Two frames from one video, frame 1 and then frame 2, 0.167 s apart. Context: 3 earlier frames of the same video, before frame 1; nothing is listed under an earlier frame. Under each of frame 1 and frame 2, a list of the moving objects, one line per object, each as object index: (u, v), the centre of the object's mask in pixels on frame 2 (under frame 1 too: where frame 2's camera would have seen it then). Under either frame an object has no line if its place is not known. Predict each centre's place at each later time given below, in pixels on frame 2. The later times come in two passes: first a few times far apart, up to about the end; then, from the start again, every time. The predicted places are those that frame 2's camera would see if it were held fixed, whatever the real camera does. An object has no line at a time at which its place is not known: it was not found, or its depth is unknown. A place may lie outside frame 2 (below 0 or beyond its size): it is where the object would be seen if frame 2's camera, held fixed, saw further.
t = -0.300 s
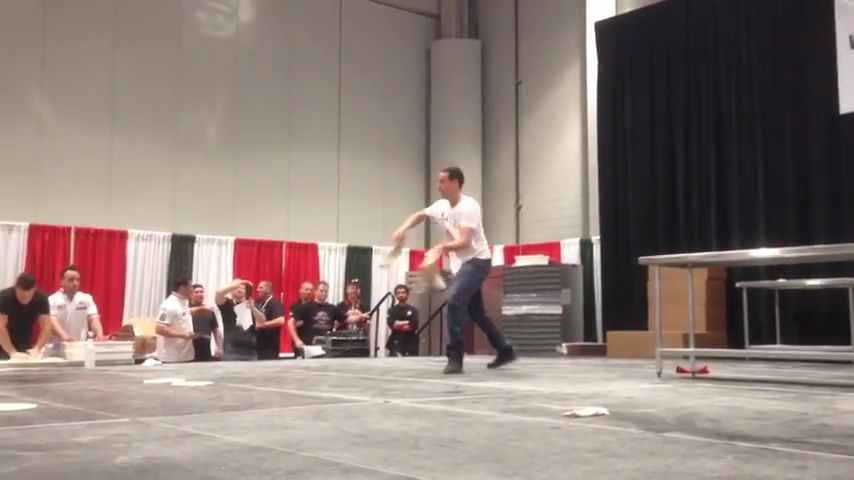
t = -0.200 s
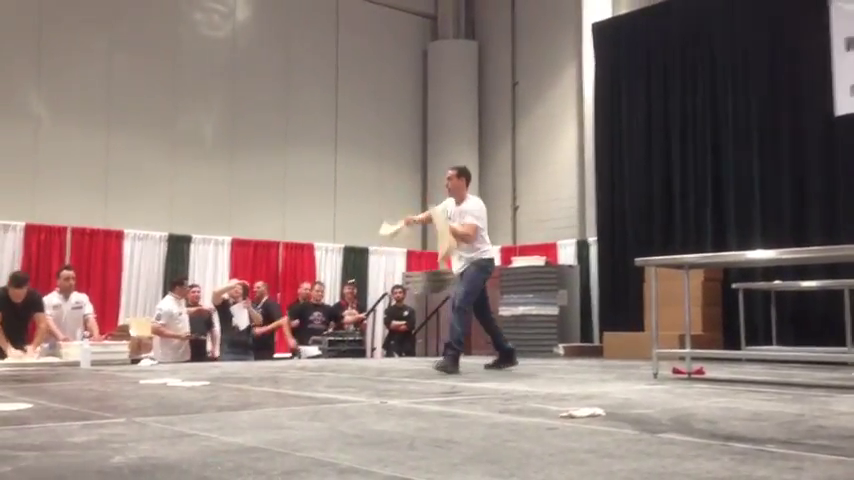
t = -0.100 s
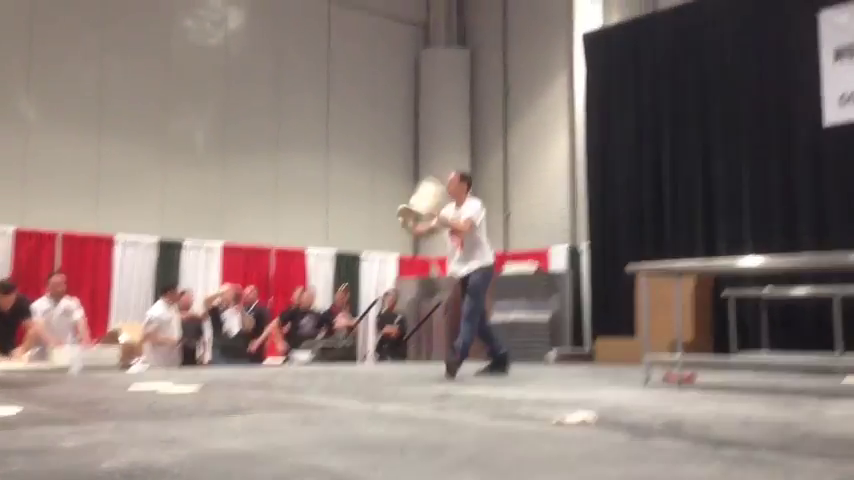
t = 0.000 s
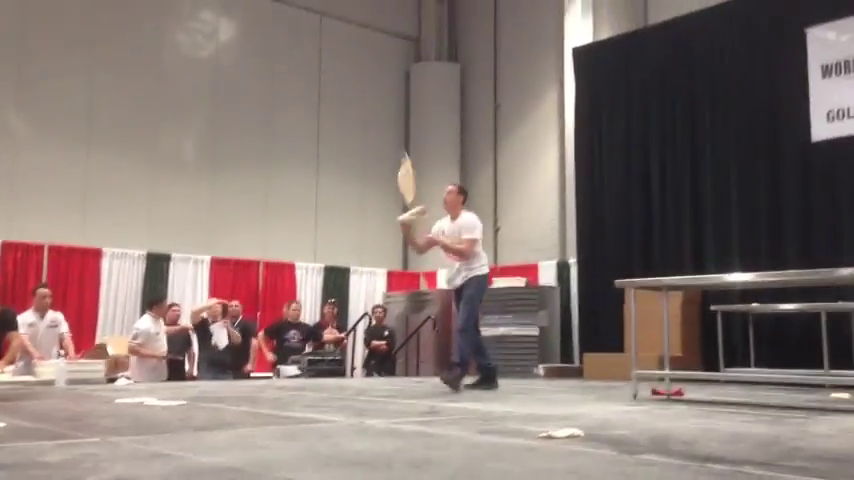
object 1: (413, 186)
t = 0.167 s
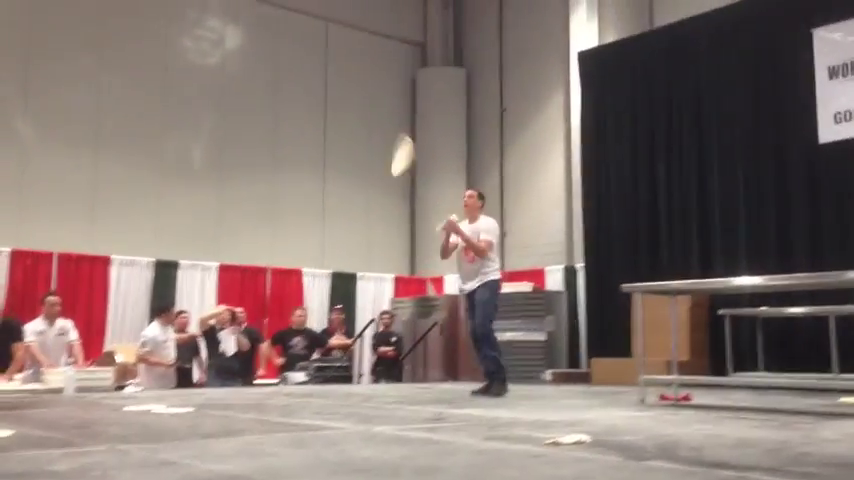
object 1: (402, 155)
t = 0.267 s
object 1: (393, 159)
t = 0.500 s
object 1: (376, 205)
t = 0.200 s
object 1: (398, 151)
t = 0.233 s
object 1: (394, 155)
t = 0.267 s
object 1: (393, 159)
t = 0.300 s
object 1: (391, 161)
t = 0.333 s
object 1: (388, 164)
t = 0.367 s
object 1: (385, 172)
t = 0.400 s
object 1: (384, 179)
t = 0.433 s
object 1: (382, 185)
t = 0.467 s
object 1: (379, 193)
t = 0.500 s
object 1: (376, 205)
